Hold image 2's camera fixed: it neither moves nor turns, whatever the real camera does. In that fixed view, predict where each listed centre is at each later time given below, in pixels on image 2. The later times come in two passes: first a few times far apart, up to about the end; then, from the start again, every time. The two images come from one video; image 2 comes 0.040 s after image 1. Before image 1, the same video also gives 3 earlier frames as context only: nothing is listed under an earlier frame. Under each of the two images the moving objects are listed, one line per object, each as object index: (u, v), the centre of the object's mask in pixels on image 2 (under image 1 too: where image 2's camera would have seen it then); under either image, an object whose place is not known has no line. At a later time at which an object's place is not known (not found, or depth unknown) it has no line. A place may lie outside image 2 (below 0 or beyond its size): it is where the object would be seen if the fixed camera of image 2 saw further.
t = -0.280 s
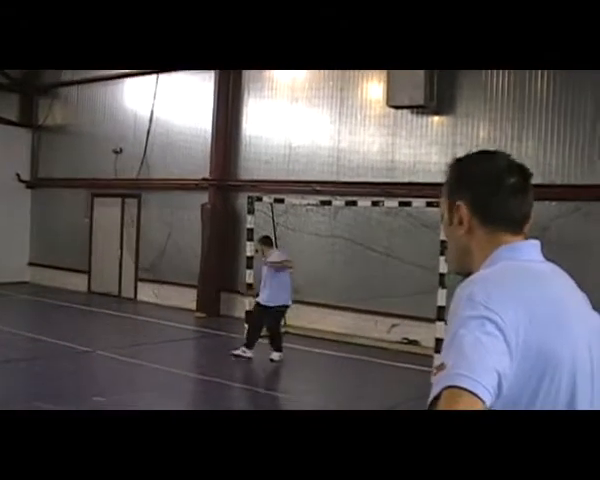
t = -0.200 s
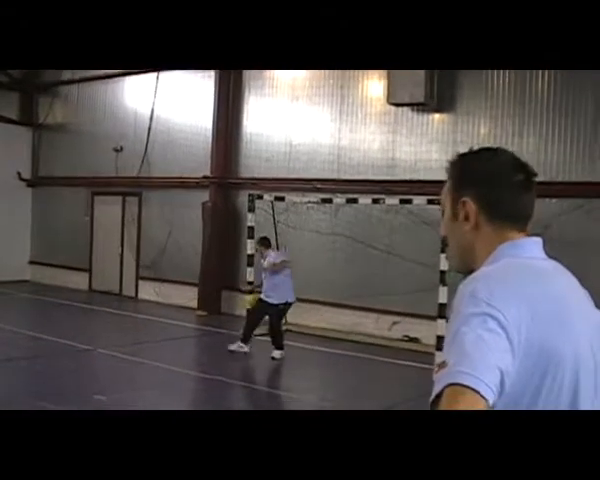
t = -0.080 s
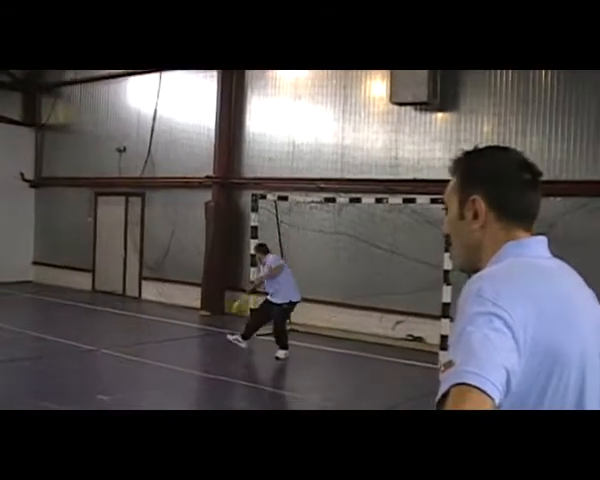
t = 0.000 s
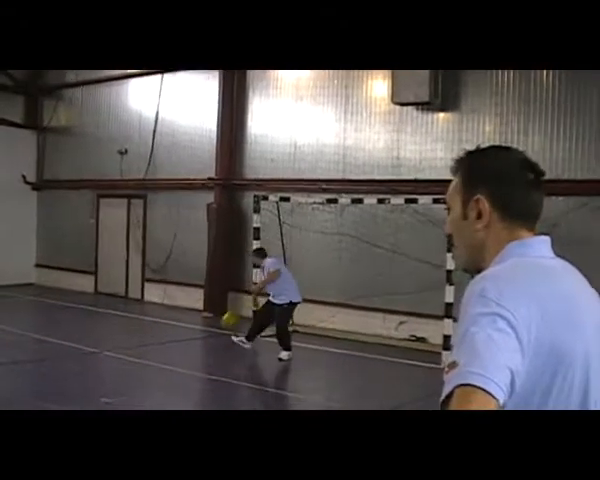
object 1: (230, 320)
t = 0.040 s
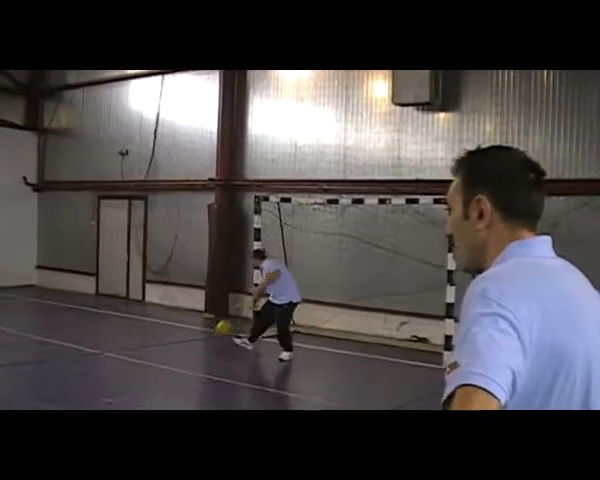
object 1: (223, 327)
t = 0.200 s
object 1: (199, 329)
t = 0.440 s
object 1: (161, 323)
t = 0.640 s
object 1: (122, 350)
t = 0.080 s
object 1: (218, 335)
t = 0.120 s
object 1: (212, 338)
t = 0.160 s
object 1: (205, 334)
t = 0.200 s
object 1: (199, 329)
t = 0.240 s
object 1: (193, 325)
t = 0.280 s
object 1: (187, 322)
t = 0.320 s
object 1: (181, 320)
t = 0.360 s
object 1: (173, 320)
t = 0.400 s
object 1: (166, 321)
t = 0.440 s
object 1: (161, 323)
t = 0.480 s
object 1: (151, 327)
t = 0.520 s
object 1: (144, 331)
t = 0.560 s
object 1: (137, 337)
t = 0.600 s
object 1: (129, 347)
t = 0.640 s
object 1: (122, 350)
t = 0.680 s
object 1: (117, 347)
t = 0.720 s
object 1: (107, 341)
